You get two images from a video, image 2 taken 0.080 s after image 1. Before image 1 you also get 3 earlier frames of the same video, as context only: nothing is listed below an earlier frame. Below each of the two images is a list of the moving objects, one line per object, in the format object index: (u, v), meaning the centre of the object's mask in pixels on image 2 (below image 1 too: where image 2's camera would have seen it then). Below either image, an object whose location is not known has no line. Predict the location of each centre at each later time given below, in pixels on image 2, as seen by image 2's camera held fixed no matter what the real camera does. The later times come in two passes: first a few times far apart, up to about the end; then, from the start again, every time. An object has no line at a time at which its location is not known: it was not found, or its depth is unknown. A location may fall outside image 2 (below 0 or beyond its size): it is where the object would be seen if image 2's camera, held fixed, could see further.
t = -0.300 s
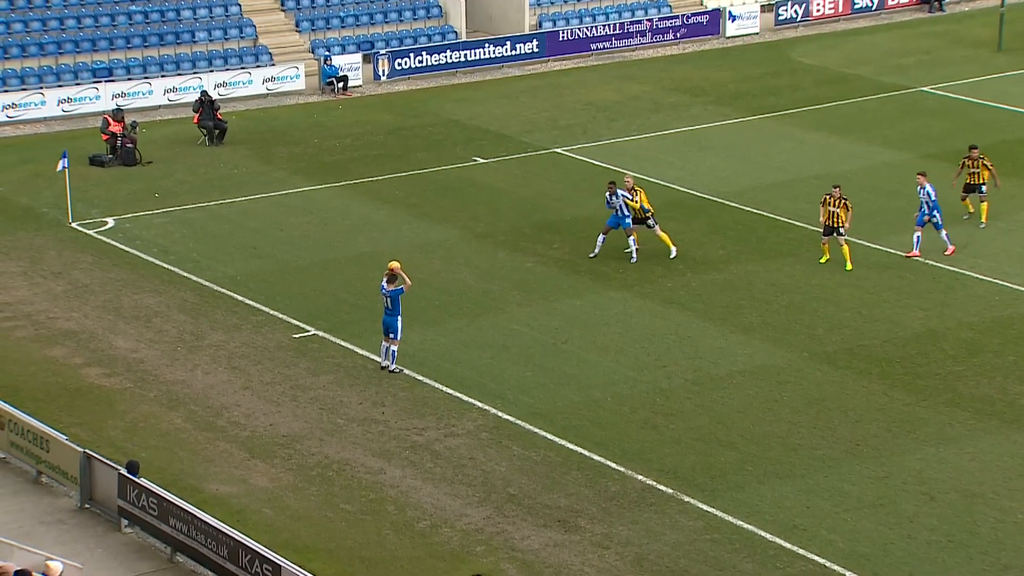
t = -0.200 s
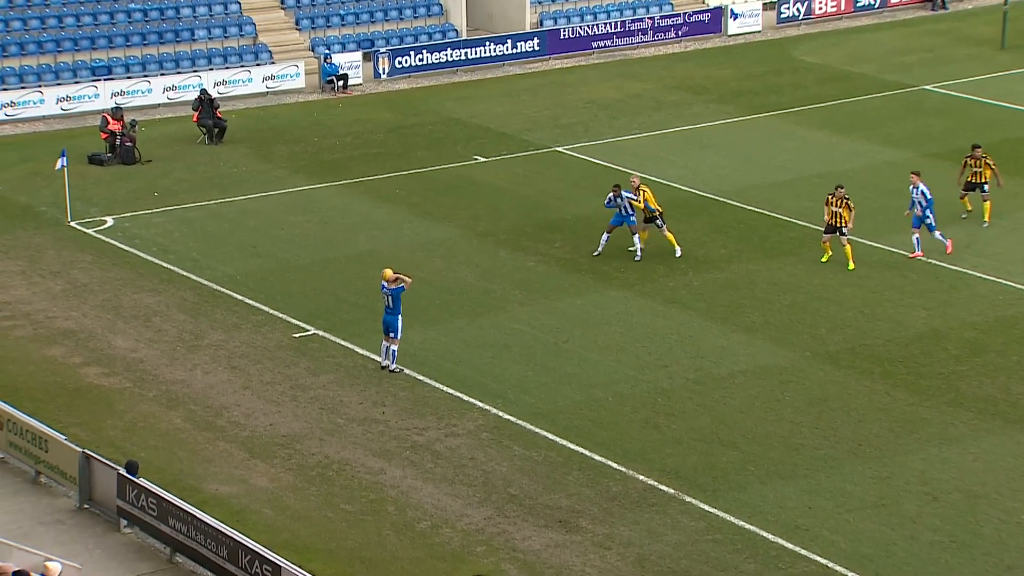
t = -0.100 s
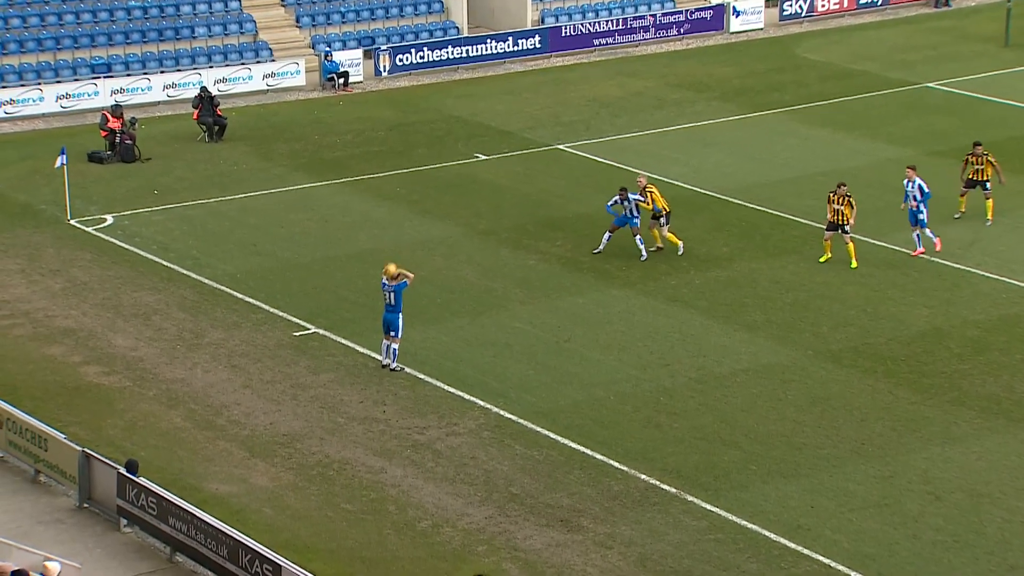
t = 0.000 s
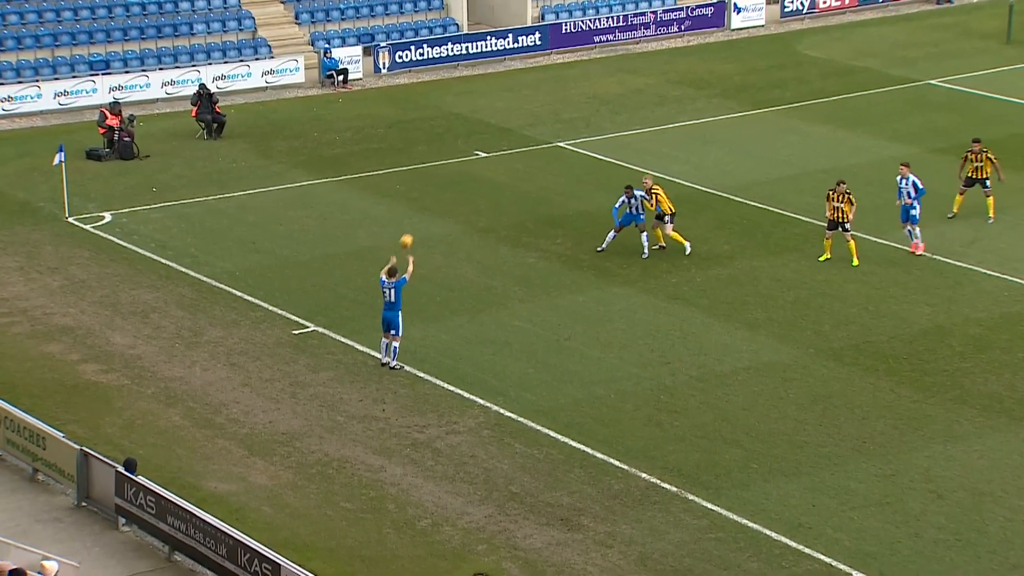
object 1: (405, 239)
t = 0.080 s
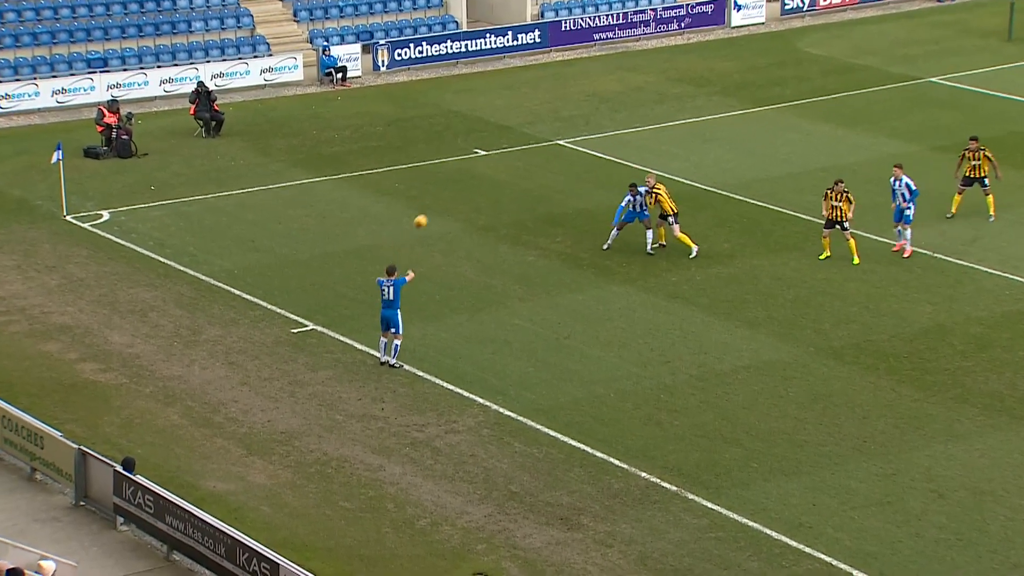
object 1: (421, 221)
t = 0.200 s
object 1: (443, 201)
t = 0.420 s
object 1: (483, 188)
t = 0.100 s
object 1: (425, 216)
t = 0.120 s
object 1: (428, 213)
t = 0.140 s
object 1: (432, 209)
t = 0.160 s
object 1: (436, 206)
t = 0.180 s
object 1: (439, 203)
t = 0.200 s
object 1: (443, 201)
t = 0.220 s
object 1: (447, 198)
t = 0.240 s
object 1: (450, 196)
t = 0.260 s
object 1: (454, 195)
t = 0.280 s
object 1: (458, 193)
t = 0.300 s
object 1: (461, 191)
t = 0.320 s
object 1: (465, 190)
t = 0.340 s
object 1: (469, 189)
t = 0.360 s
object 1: (473, 189)
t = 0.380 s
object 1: (476, 188)
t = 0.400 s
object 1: (480, 188)
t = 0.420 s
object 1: (483, 188)
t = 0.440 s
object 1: (487, 188)
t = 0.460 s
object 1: (490, 188)
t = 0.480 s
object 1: (493, 189)
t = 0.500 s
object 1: (497, 190)
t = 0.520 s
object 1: (500, 191)
